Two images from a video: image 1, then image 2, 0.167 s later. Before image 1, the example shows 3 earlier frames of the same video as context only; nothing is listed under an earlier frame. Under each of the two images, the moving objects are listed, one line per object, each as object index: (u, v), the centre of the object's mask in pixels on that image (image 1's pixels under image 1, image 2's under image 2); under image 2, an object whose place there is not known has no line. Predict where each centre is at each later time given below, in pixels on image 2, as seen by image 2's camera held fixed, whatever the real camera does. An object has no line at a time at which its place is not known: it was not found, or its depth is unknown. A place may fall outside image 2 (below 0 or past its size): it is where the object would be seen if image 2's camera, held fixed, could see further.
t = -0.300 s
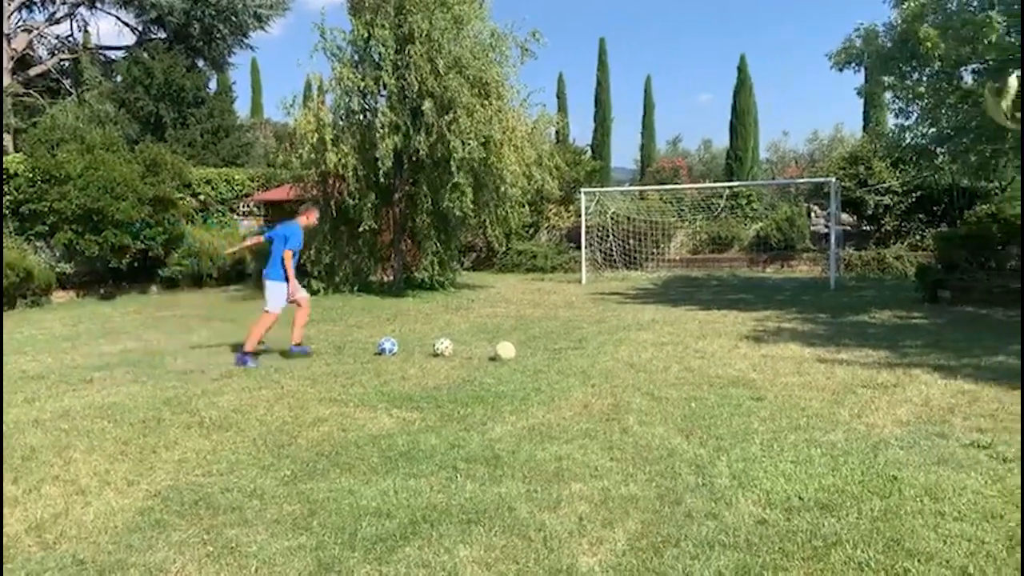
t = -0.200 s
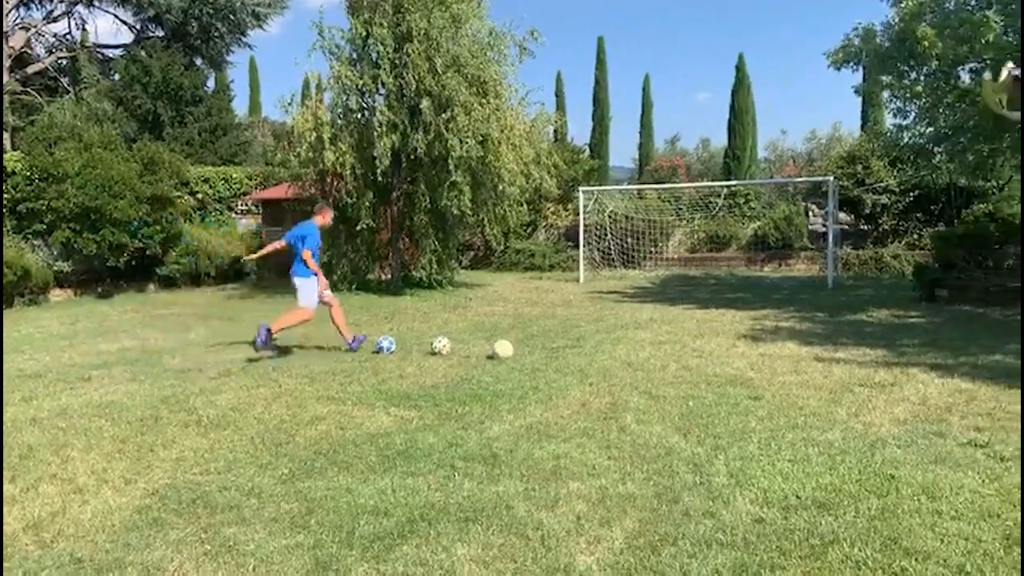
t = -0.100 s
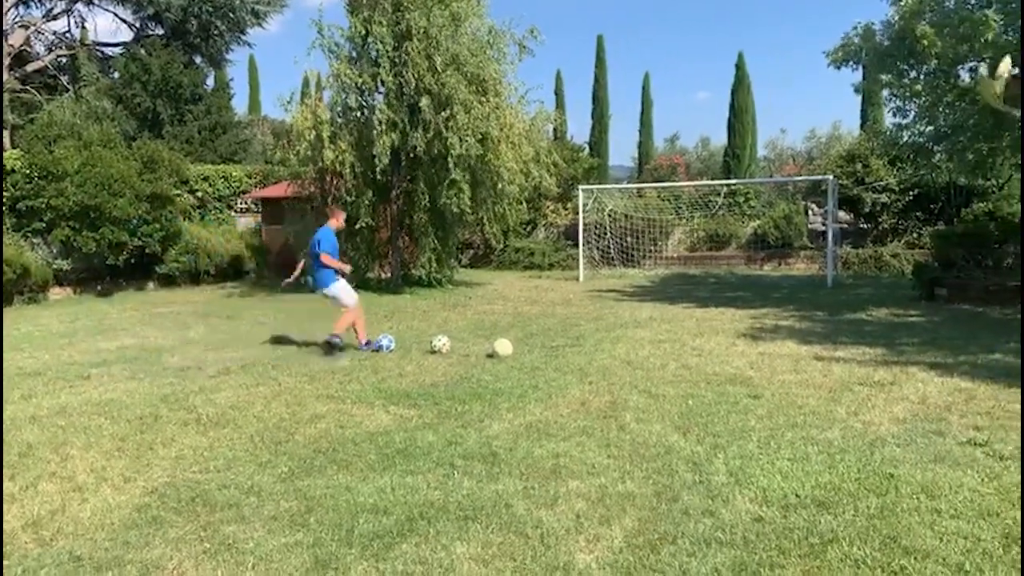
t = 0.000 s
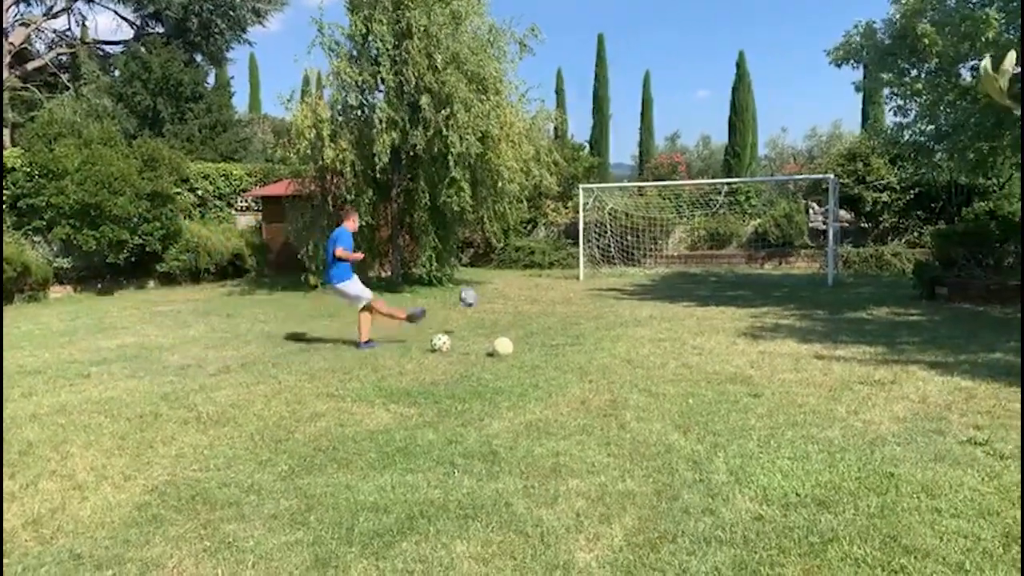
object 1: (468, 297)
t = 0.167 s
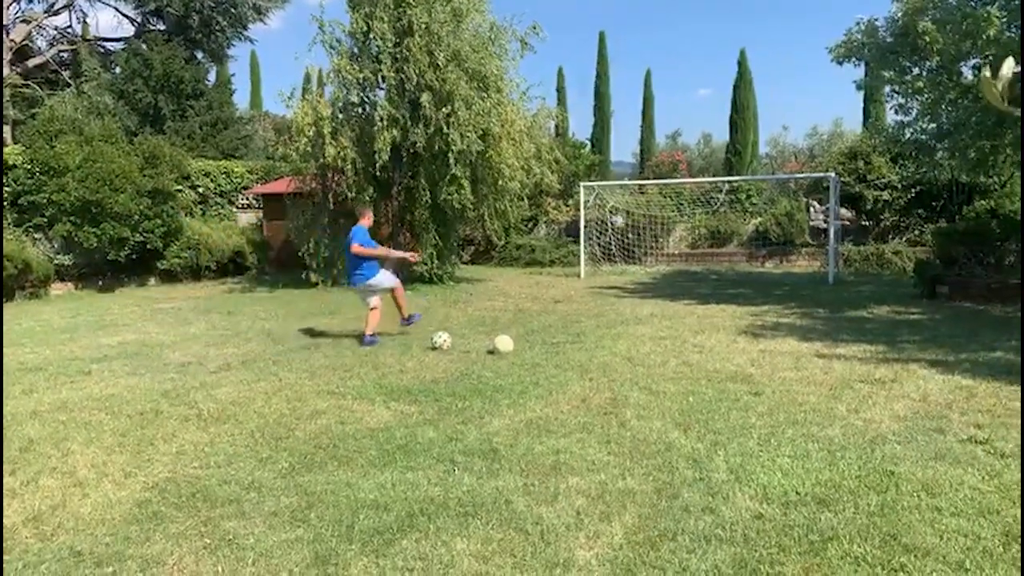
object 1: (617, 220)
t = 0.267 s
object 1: (679, 195)
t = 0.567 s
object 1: (769, 115)
